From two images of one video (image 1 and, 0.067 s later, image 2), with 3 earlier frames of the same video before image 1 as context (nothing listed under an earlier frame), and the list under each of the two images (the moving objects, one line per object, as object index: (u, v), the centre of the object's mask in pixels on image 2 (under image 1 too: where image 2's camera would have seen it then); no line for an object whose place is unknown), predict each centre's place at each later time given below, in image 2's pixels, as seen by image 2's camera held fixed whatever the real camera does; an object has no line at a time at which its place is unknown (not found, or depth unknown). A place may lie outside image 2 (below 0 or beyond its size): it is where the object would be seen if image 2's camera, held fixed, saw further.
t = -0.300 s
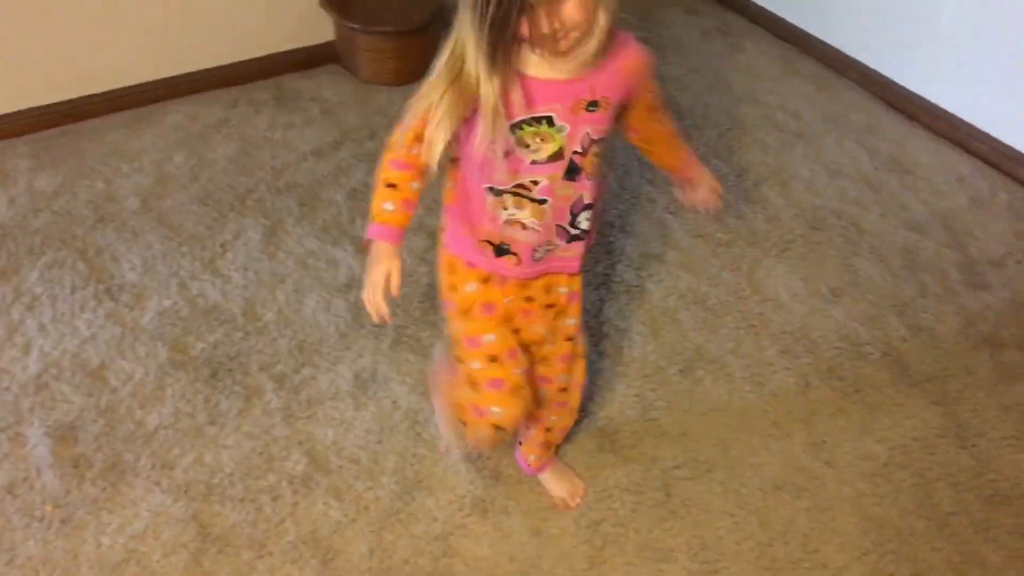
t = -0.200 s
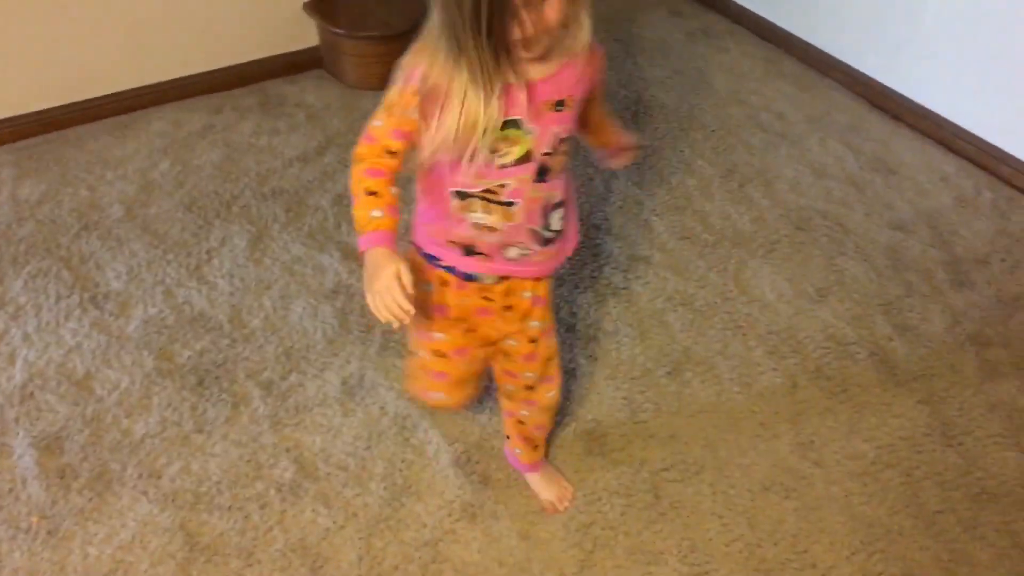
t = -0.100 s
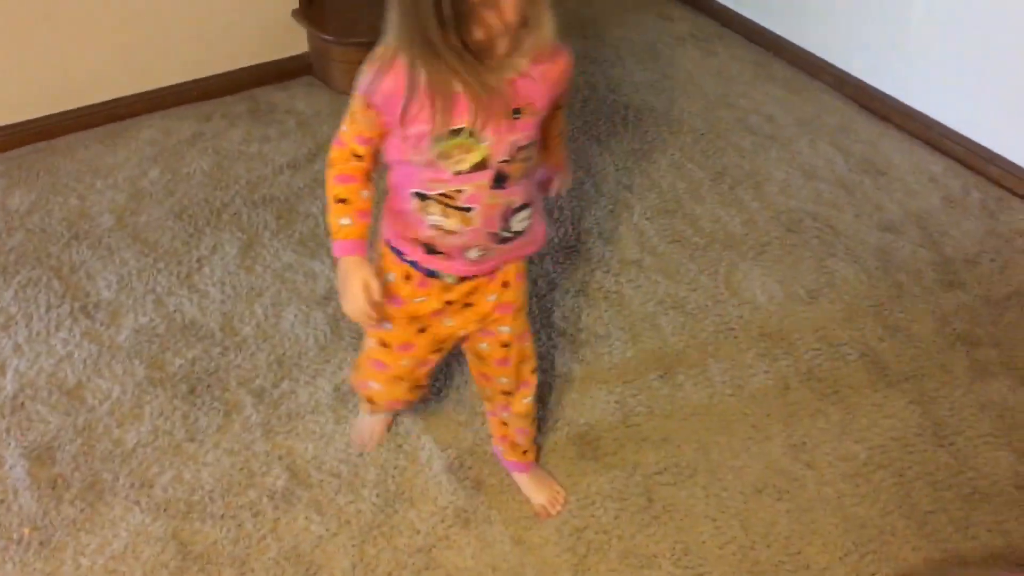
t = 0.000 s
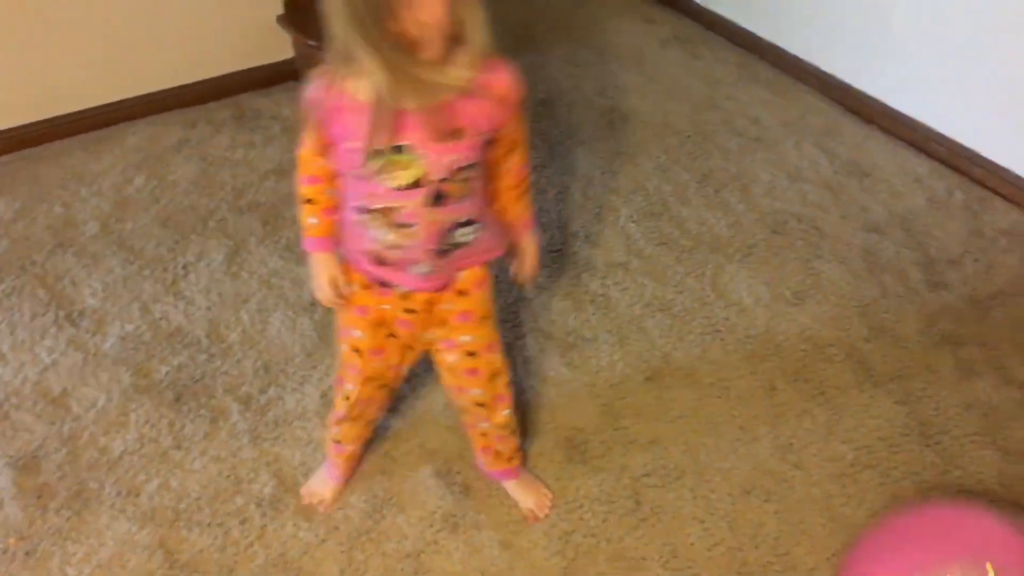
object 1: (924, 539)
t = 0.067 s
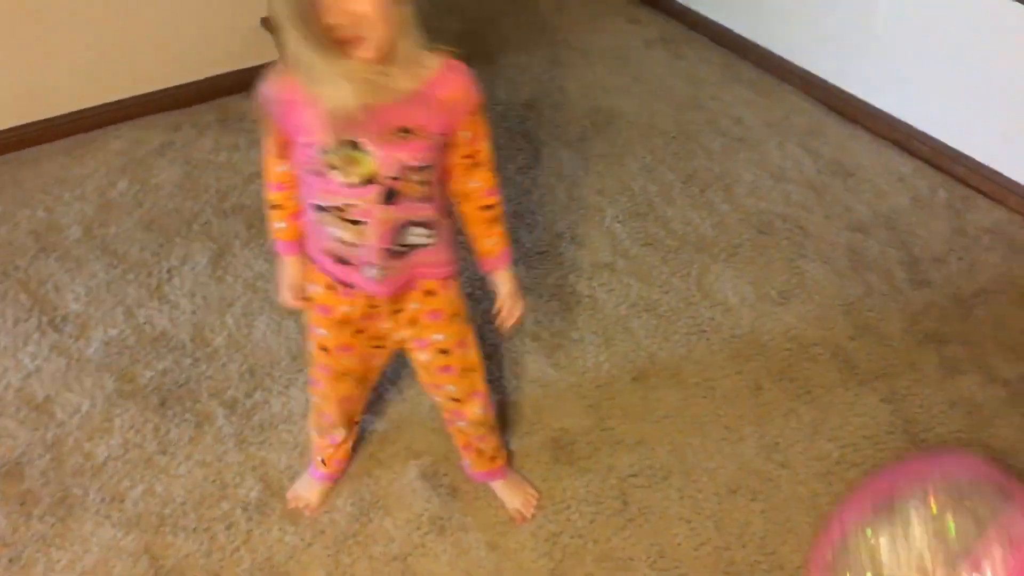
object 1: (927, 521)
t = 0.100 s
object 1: (927, 514)
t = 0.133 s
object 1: (932, 507)
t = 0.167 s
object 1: (938, 501)
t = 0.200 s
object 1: (942, 497)
